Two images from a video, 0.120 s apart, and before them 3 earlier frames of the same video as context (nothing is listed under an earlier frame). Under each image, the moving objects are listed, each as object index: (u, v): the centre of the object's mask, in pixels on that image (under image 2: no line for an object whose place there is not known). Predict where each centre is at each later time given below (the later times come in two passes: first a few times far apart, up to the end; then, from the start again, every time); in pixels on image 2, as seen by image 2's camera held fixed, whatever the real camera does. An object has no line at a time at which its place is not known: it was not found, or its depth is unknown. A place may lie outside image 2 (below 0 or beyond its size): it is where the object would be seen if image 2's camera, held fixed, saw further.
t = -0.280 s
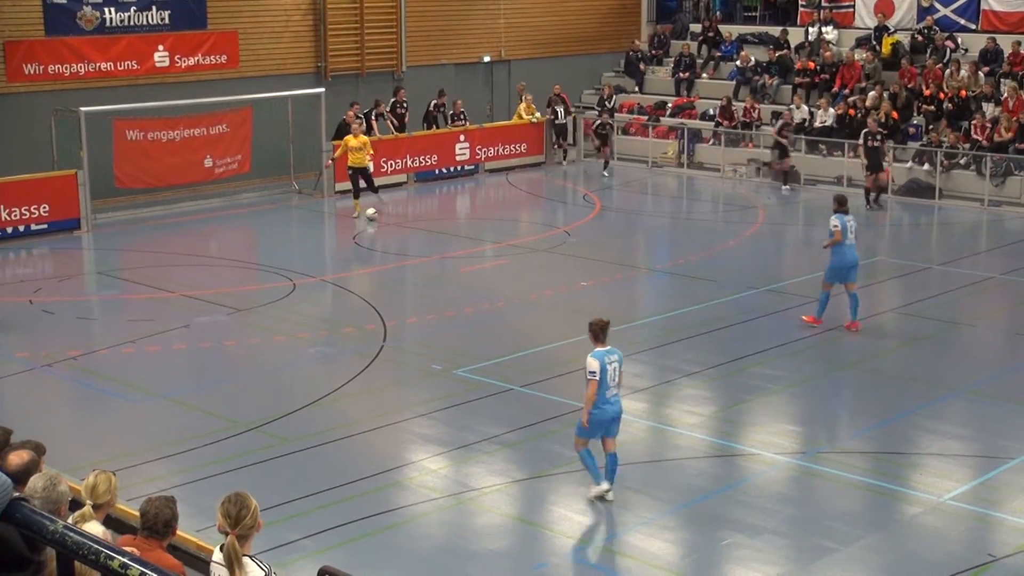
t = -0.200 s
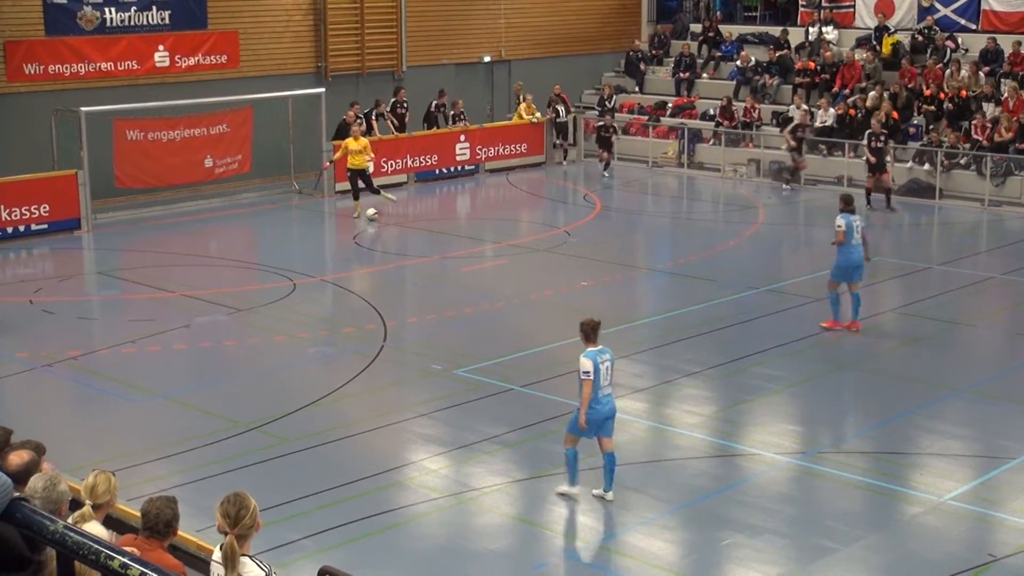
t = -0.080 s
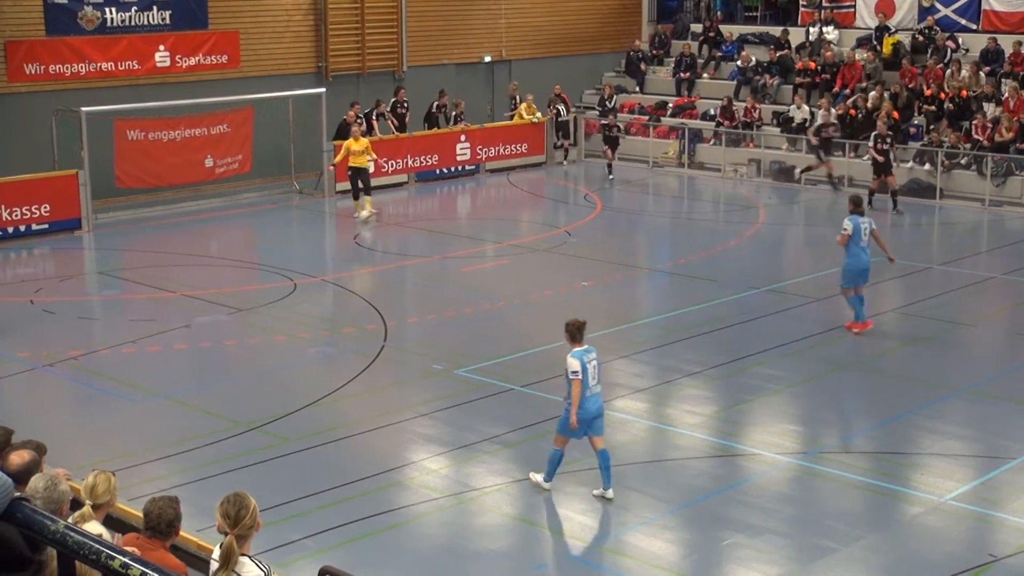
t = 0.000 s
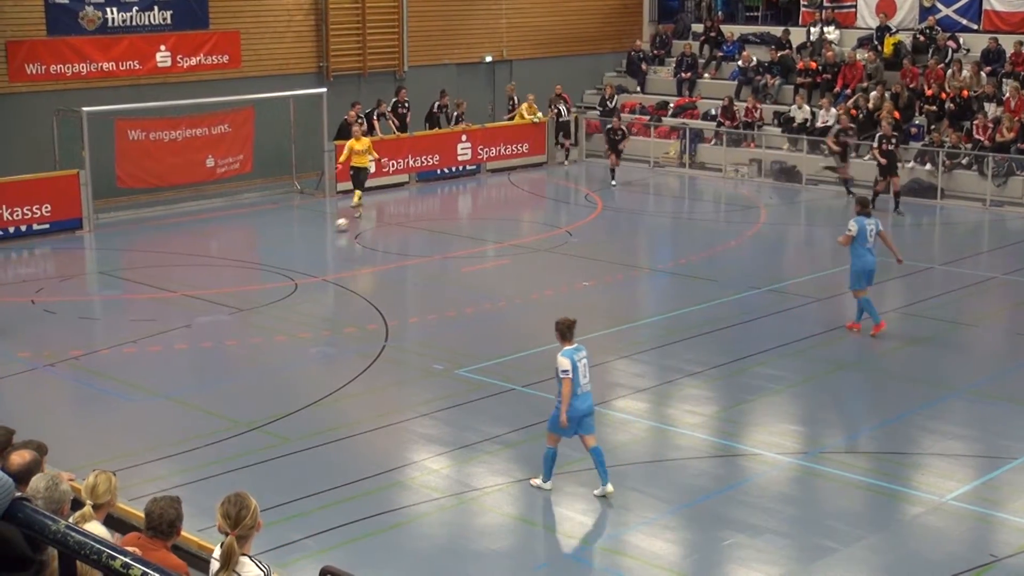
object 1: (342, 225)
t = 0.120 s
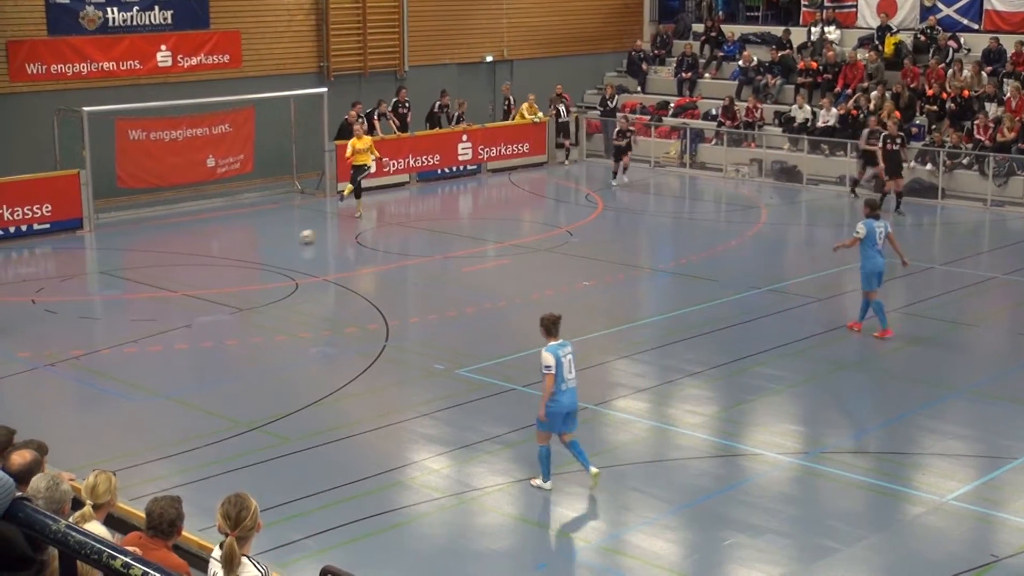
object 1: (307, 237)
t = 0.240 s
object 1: (271, 250)
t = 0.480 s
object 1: (197, 276)
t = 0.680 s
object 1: (136, 297)
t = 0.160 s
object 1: (295, 241)
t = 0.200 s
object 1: (282, 246)
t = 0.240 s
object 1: (271, 250)
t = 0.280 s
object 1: (258, 255)
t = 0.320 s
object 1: (246, 258)
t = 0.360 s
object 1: (233, 263)
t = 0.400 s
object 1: (222, 267)
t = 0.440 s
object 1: (209, 271)
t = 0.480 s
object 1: (197, 276)
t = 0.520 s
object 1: (185, 280)
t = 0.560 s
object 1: (173, 284)
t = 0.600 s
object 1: (160, 288)
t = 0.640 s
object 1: (148, 292)
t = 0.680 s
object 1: (136, 297)
